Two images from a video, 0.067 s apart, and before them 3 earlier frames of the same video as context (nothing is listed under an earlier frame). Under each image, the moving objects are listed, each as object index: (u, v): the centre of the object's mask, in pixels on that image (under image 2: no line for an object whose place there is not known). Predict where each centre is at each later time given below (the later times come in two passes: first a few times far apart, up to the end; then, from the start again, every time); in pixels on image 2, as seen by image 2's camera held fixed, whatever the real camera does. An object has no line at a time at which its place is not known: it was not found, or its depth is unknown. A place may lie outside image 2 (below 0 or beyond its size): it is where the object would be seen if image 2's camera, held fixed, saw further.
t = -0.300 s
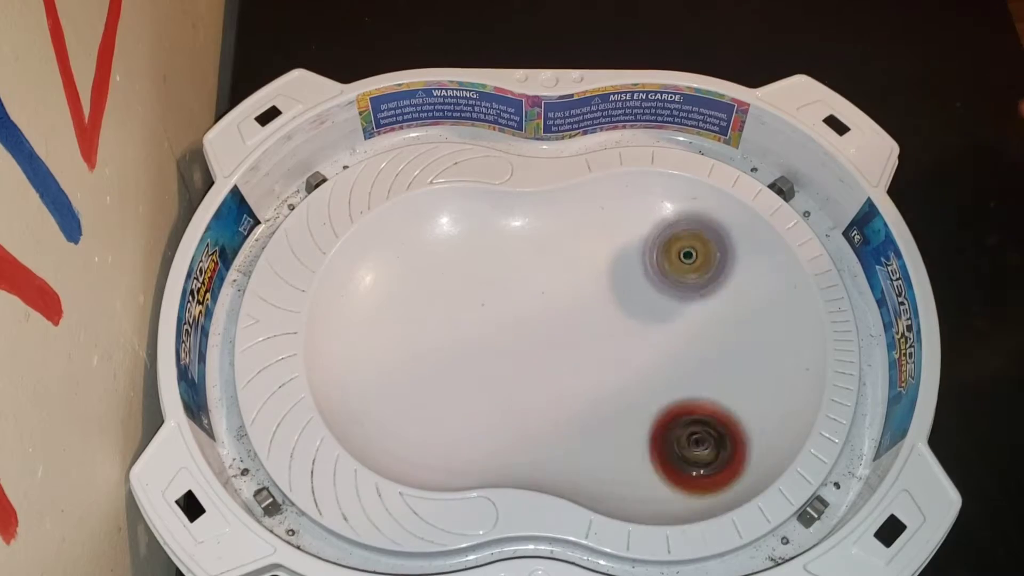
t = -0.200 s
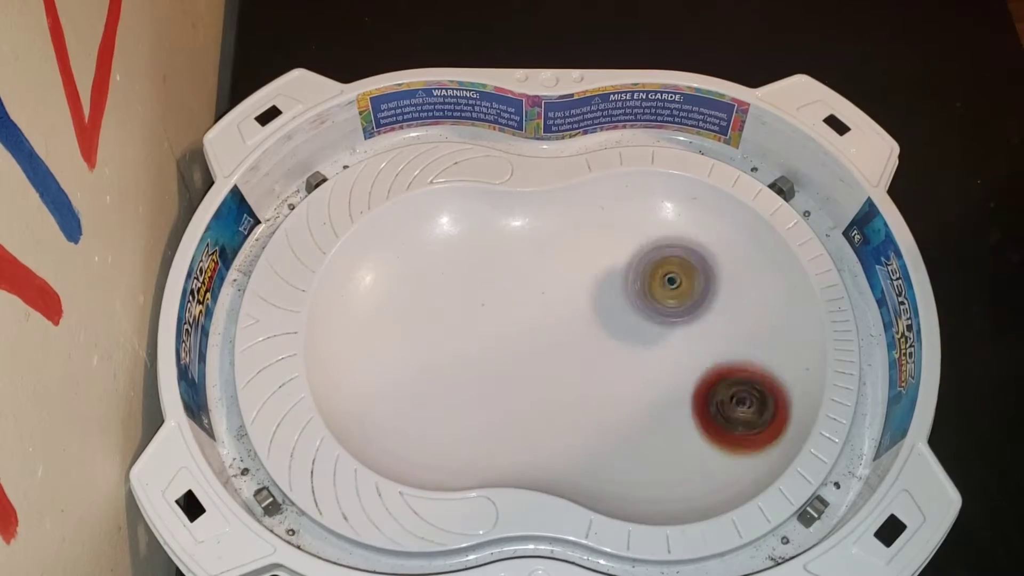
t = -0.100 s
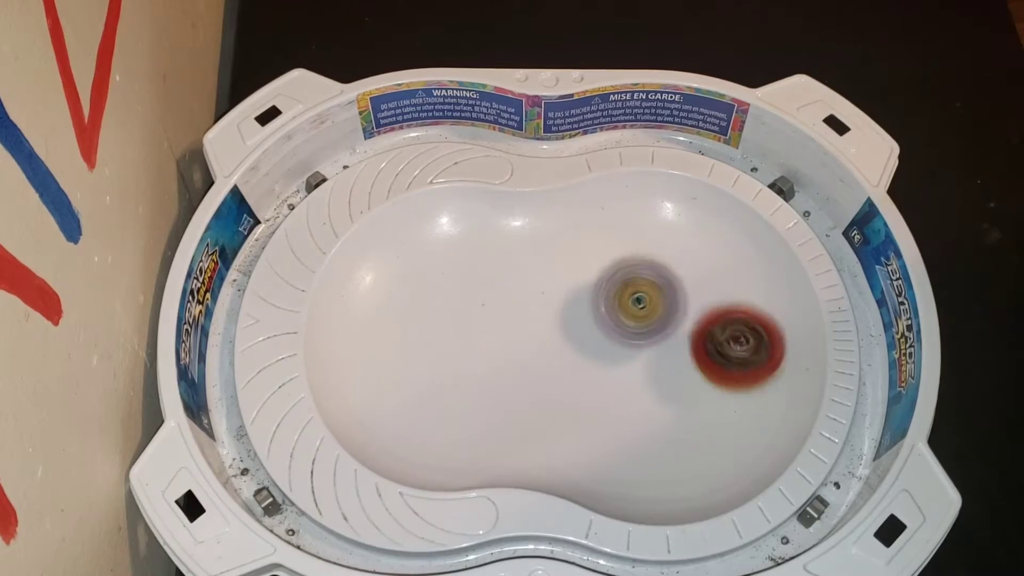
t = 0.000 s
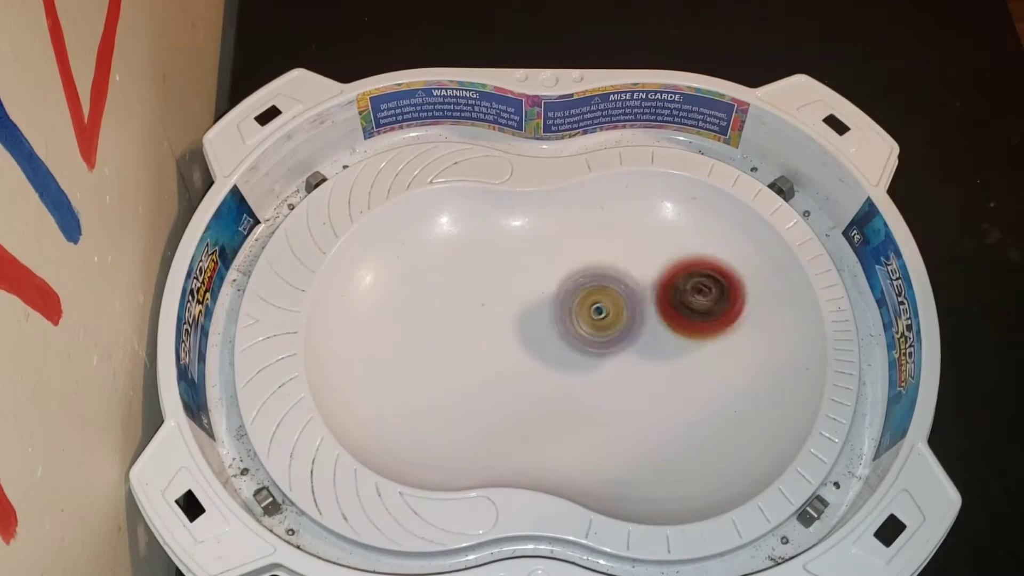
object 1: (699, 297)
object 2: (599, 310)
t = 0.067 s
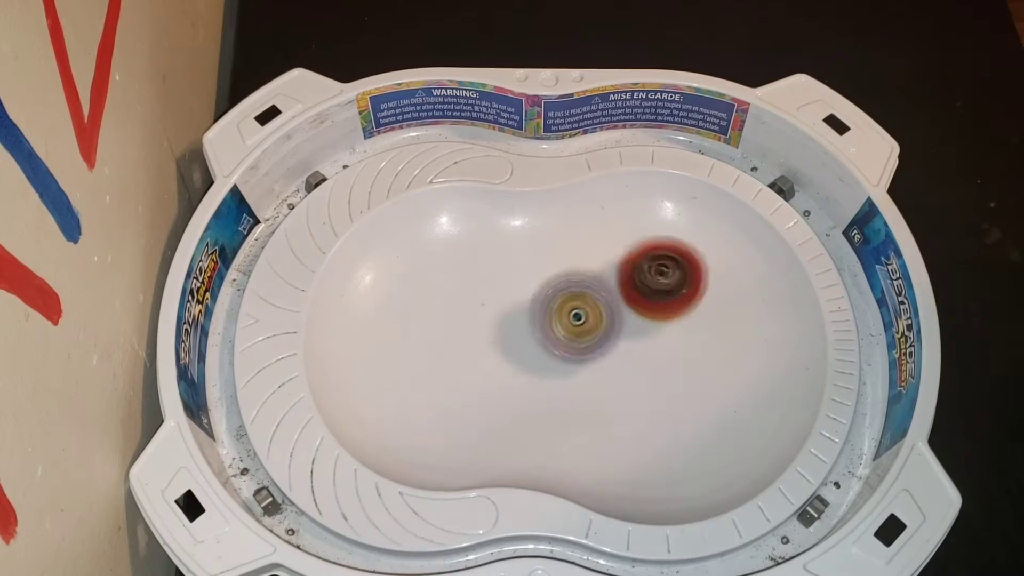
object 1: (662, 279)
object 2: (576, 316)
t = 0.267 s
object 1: (573, 293)
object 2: (501, 352)
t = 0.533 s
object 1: (512, 302)
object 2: (357, 384)
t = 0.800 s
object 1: (599, 366)
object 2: (455, 311)
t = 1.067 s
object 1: (726, 341)
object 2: (527, 343)
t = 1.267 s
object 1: (690, 263)
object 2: (593, 345)
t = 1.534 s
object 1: (593, 223)
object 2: (658, 388)
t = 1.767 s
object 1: (538, 312)
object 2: (695, 369)
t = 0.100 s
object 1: (645, 273)
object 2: (563, 322)
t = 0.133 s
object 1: (631, 270)
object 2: (547, 329)
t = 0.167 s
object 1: (618, 270)
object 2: (534, 335)
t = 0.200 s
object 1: (605, 276)
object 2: (522, 341)
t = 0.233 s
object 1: (590, 285)
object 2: (512, 346)
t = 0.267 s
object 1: (573, 293)
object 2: (501, 352)
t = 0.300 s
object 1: (556, 300)
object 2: (491, 358)
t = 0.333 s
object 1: (551, 297)
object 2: (467, 377)
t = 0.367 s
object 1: (552, 291)
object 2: (436, 401)
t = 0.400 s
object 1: (545, 286)
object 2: (385, 417)
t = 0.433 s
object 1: (536, 287)
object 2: (371, 413)
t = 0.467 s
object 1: (527, 289)
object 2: (360, 405)
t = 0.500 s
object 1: (518, 294)
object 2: (356, 395)
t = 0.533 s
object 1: (512, 302)
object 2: (357, 384)
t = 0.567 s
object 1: (512, 311)
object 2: (362, 373)
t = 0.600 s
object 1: (516, 321)
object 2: (381, 354)
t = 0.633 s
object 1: (524, 330)
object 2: (393, 342)
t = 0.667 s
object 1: (536, 338)
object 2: (407, 332)
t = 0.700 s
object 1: (550, 346)
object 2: (421, 322)
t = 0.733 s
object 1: (566, 354)
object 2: (433, 316)
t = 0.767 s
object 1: (582, 360)
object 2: (445, 312)
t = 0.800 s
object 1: (599, 366)
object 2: (455, 311)
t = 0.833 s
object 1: (618, 370)
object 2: (463, 313)
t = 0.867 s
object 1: (638, 376)
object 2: (469, 316)
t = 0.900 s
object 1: (657, 379)
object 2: (478, 321)
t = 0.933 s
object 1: (675, 379)
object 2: (486, 326)
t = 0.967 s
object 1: (692, 374)
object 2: (496, 331)
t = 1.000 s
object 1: (707, 365)
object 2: (506, 336)
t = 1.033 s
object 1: (719, 355)
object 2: (517, 340)
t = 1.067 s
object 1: (726, 341)
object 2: (527, 343)
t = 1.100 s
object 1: (731, 327)
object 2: (537, 346)
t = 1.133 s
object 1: (730, 312)
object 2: (548, 347)
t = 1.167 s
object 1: (726, 296)
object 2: (559, 347)
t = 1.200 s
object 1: (718, 283)
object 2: (571, 347)
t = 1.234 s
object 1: (705, 271)
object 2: (582, 346)
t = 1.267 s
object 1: (690, 263)
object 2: (593, 345)
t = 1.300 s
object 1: (671, 260)
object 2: (604, 342)
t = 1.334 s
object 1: (652, 260)
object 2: (615, 340)
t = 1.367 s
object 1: (640, 246)
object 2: (623, 352)
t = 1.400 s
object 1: (631, 228)
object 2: (630, 368)
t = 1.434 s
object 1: (622, 217)
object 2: (637, 380)
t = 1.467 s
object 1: (614, 213)
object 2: (644, 387)
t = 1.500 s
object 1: (604, 215)
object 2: (653, 388)
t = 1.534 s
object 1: (593, 223)
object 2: (658, 388)
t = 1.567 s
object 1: (583, 233)
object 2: (666, 386)
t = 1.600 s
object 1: (573, 246)
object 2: (673, 384)
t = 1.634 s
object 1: (564, 258)
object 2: (679, 382)
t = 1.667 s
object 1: (556, 272)
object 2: (684, 379)
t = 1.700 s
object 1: (547, 286)
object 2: (689, 376)
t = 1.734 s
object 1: (541, 300)
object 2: (692, 373)
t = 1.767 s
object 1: (538, 312)
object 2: (695, 369)
